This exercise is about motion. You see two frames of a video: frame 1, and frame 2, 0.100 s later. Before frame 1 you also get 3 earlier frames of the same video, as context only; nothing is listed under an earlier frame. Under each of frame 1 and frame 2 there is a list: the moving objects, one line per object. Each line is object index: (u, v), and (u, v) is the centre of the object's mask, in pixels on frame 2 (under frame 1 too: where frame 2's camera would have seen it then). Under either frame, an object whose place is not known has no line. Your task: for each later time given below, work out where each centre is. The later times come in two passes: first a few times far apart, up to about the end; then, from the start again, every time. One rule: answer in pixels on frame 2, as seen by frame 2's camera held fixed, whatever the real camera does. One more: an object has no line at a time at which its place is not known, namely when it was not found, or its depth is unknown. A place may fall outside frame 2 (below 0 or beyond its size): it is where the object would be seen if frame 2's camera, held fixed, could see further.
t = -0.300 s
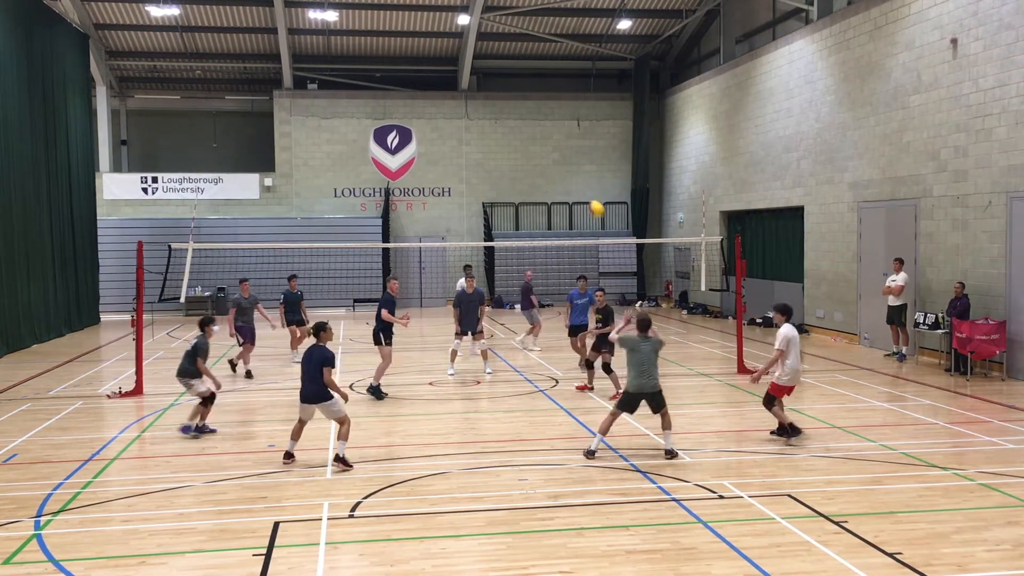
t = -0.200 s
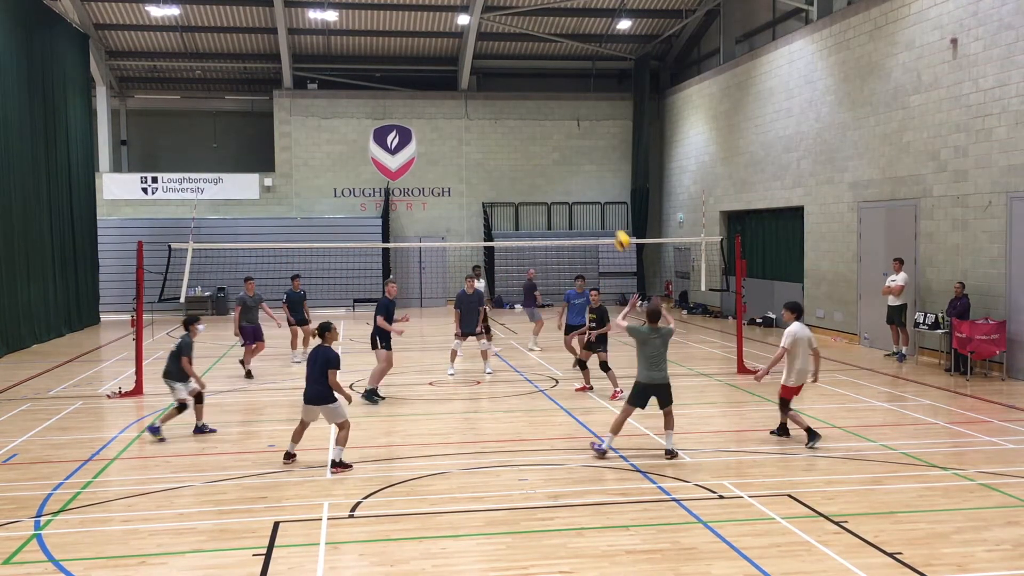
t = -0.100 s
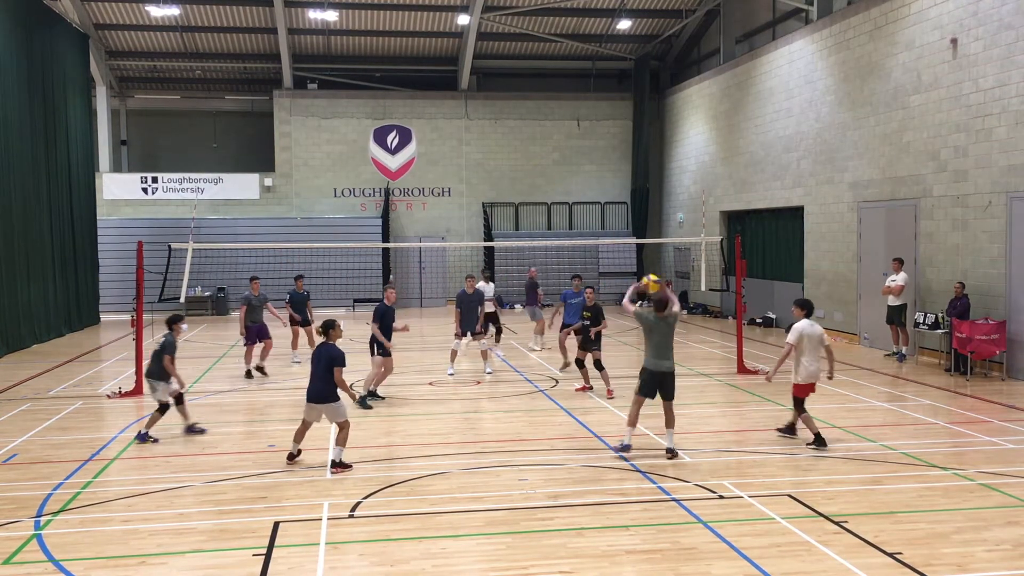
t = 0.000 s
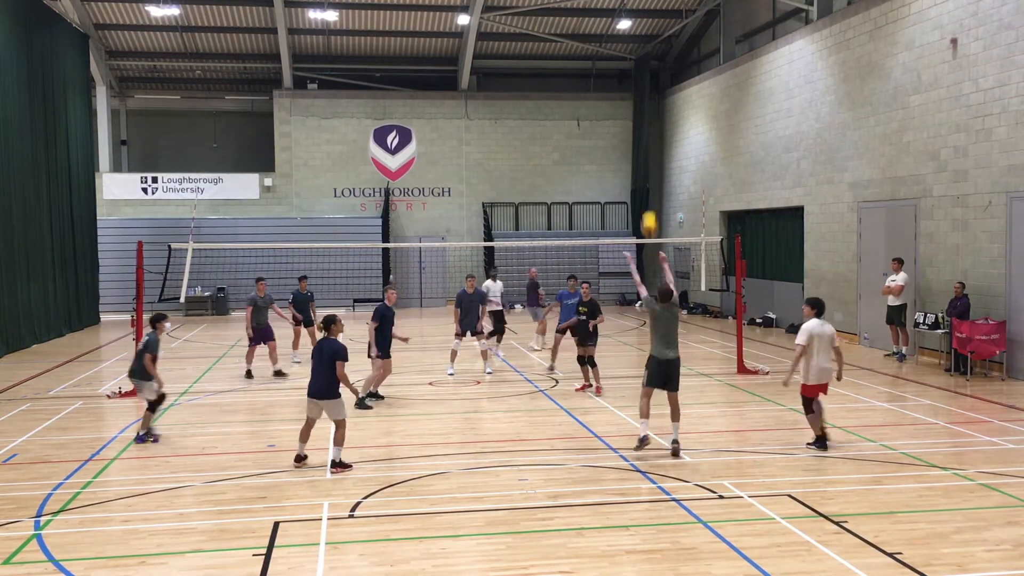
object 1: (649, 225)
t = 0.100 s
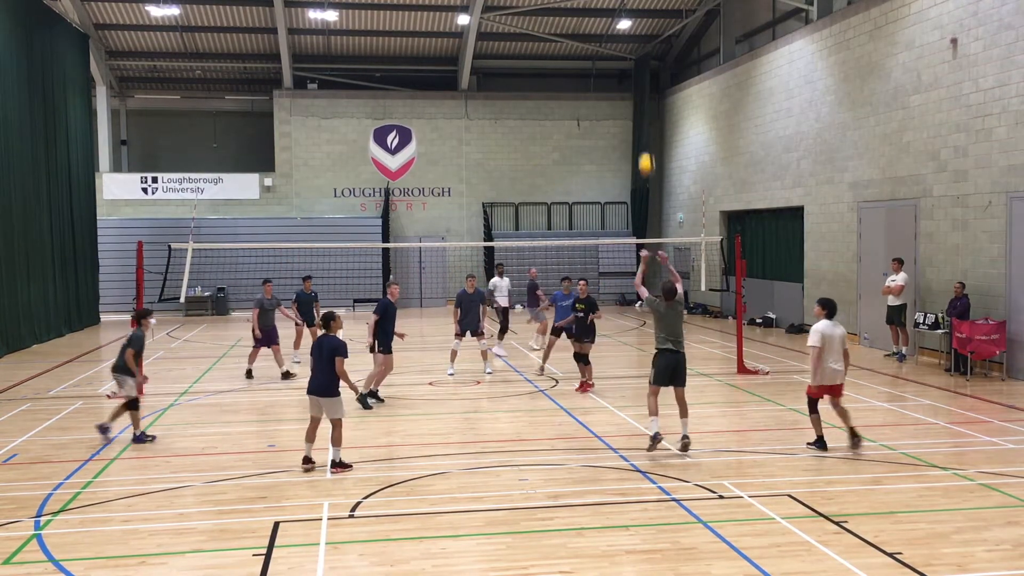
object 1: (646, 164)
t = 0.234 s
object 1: (643, 101)
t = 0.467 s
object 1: (636, 33)
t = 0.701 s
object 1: (628, 9)
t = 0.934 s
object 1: (623, 28)
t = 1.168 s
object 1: (617, 82)
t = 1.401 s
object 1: (614, 165)
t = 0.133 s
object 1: (646, 146)
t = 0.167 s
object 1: (645, 130)
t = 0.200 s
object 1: (644, 115)
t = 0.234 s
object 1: (643, 101)
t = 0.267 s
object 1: (642, 88)
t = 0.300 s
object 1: (641, 76)
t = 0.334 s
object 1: (640, 65)
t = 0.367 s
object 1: (639, 56)
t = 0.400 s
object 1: (638, 47)
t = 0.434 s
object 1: (637, 40)
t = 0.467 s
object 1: (636, 33)
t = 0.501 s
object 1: (635, 26)
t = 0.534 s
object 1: (634, 20)
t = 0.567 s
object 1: (632, 17)
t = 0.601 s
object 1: (631, 13)
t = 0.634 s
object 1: (631, 12)
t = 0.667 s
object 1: (630, 10)
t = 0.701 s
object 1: (628, 9)
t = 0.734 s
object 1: (628, 10)
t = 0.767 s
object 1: (627, 10)
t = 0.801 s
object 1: (626, 12)
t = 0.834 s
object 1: (625, 14)
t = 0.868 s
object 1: (624, 17)
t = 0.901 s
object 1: (623, 22)
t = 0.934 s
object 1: (623, 28)
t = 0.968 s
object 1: (622, 35)
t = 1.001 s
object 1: (621, 40)
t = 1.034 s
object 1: (620, 47)
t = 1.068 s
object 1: (620, 54)
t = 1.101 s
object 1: (619, 63)
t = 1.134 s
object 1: (618, 72)
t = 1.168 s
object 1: (617, 82)
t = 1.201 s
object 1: (616, 92)
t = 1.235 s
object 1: (616, 102)
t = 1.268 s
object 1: (616, 113)
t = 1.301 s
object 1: (615, 126)
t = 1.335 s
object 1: (615, 138)
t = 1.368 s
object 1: (615, 151)
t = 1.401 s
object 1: (614, 165)
